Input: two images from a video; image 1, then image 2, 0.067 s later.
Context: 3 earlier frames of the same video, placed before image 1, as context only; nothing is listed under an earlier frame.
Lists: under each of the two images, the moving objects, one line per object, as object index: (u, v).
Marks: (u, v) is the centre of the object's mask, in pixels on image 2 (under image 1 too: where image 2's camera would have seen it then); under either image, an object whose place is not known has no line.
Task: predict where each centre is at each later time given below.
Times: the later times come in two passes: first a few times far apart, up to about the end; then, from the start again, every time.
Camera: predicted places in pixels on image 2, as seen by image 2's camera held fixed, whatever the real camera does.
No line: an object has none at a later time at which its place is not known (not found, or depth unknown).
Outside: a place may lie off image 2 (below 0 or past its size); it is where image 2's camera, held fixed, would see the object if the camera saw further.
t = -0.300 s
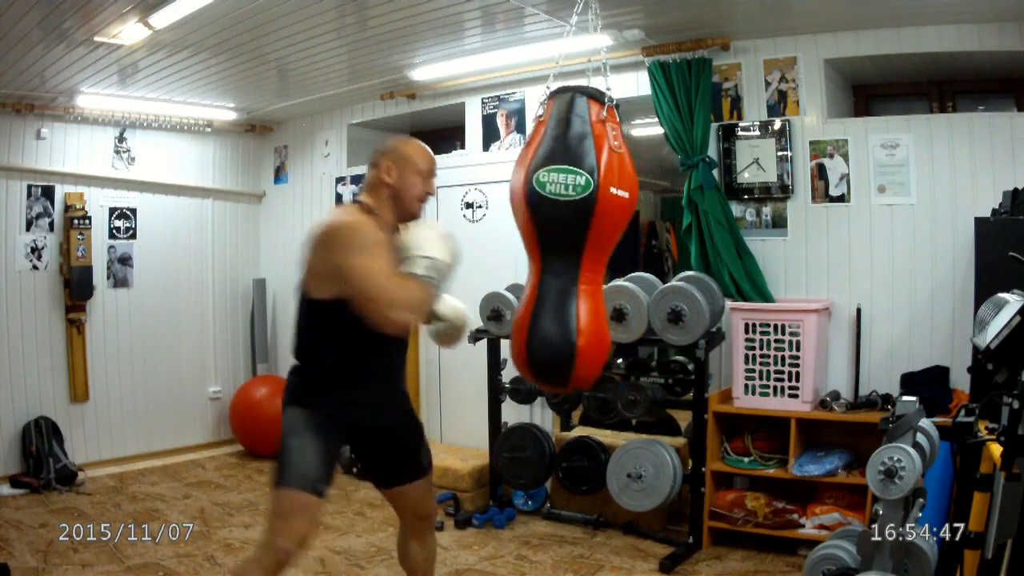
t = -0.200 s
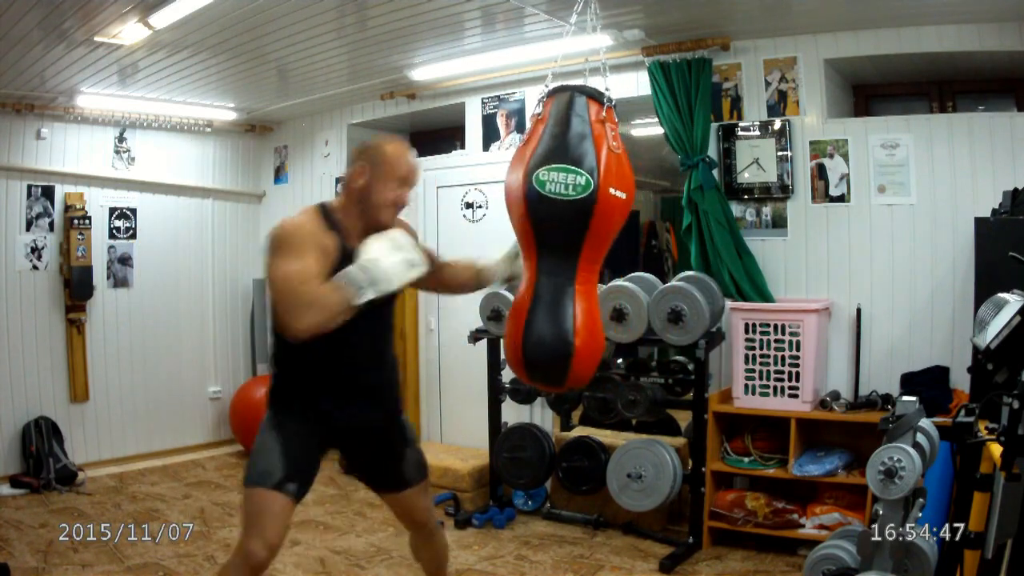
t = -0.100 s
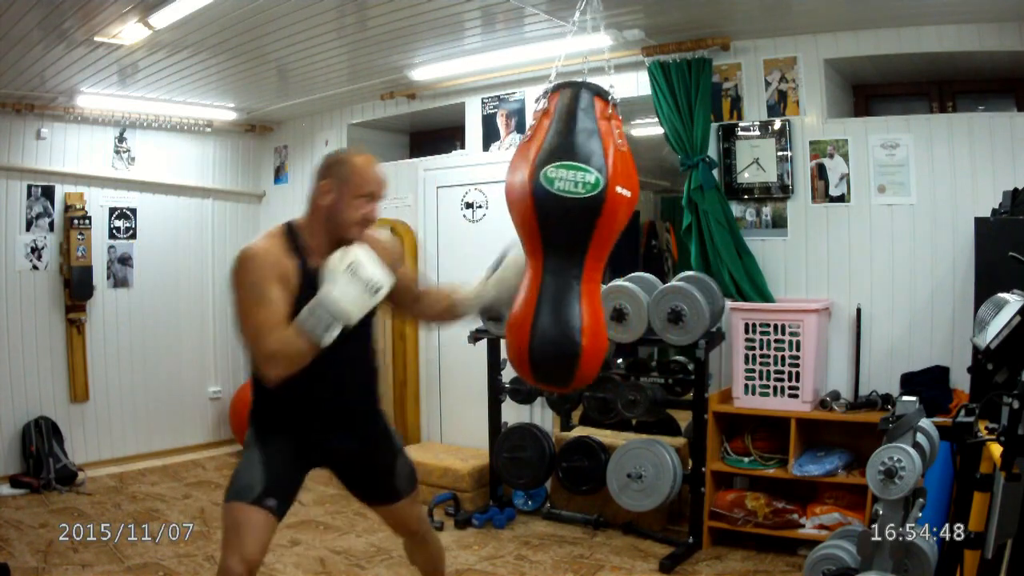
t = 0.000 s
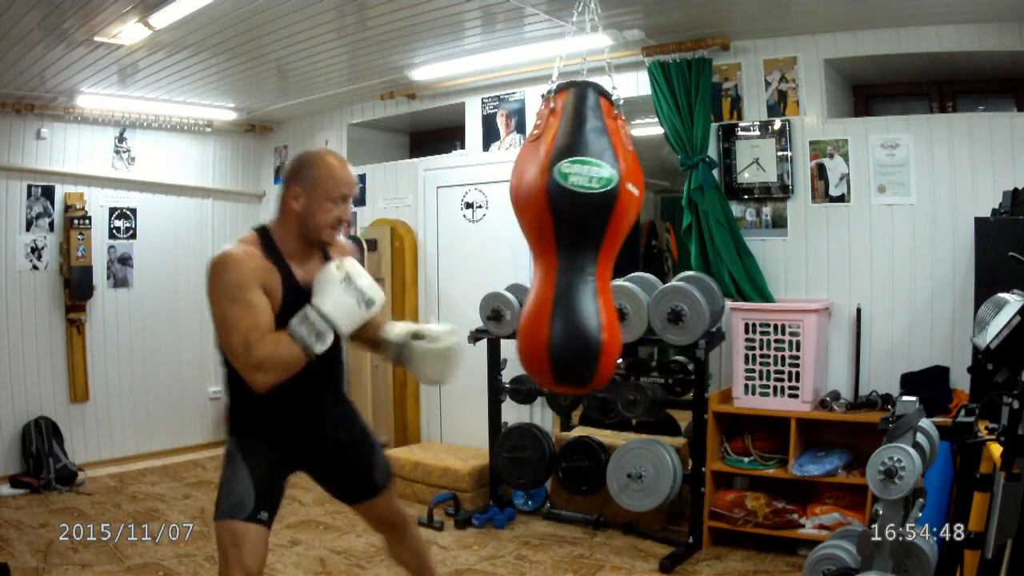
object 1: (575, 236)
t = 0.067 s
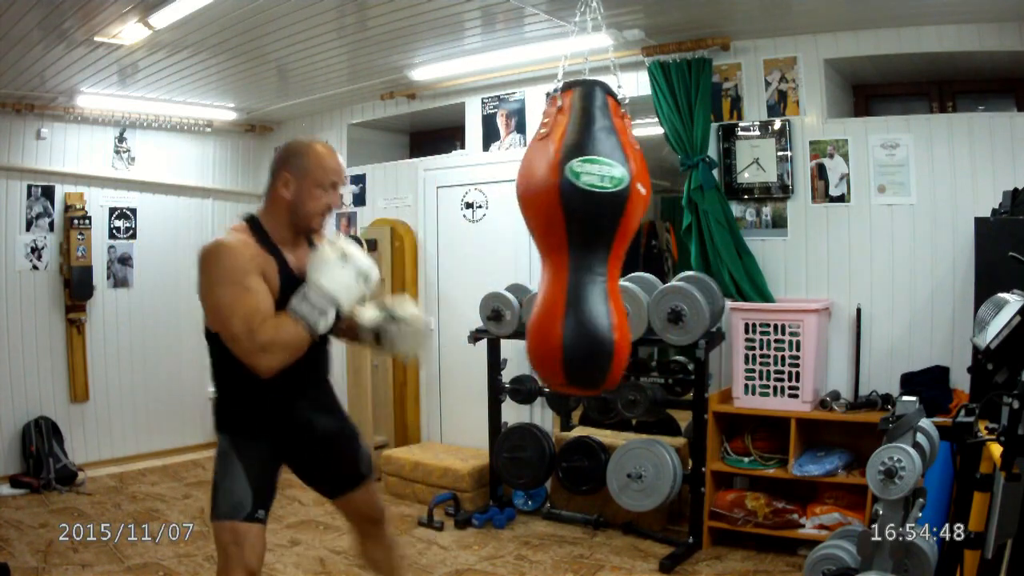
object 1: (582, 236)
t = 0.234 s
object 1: (603, 235)
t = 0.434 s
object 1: (628, 235)
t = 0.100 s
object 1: (586, 235)
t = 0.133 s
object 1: (591, 235)
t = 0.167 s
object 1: (595, 235)
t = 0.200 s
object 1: (600, 236)
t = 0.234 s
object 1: (603, 235)
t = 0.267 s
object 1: (608, 236)
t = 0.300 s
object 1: (613, 236)
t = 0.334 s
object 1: (617, 235)
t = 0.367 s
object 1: (621, 235)
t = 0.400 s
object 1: (625, 235)
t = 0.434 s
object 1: (628, 235)
